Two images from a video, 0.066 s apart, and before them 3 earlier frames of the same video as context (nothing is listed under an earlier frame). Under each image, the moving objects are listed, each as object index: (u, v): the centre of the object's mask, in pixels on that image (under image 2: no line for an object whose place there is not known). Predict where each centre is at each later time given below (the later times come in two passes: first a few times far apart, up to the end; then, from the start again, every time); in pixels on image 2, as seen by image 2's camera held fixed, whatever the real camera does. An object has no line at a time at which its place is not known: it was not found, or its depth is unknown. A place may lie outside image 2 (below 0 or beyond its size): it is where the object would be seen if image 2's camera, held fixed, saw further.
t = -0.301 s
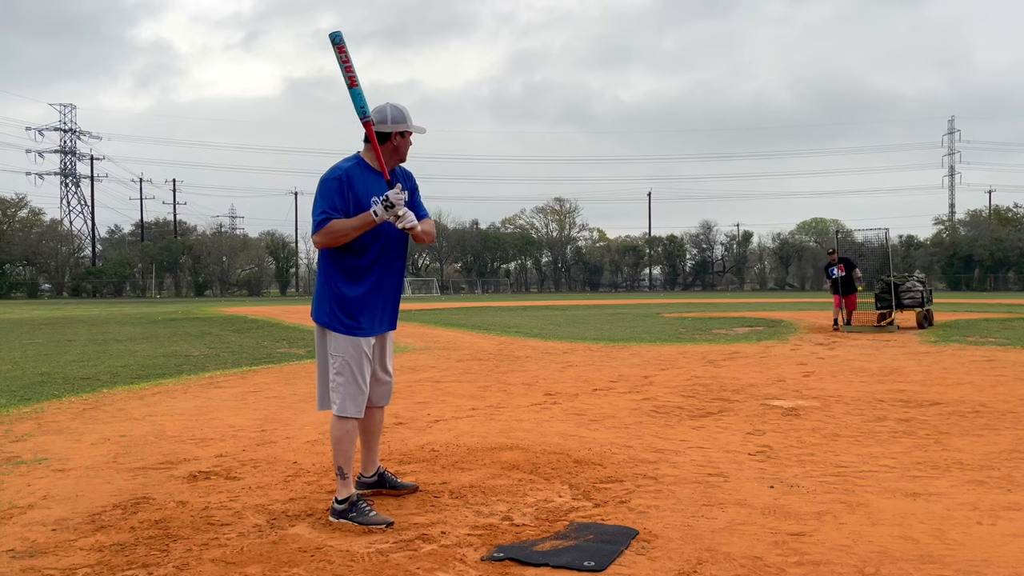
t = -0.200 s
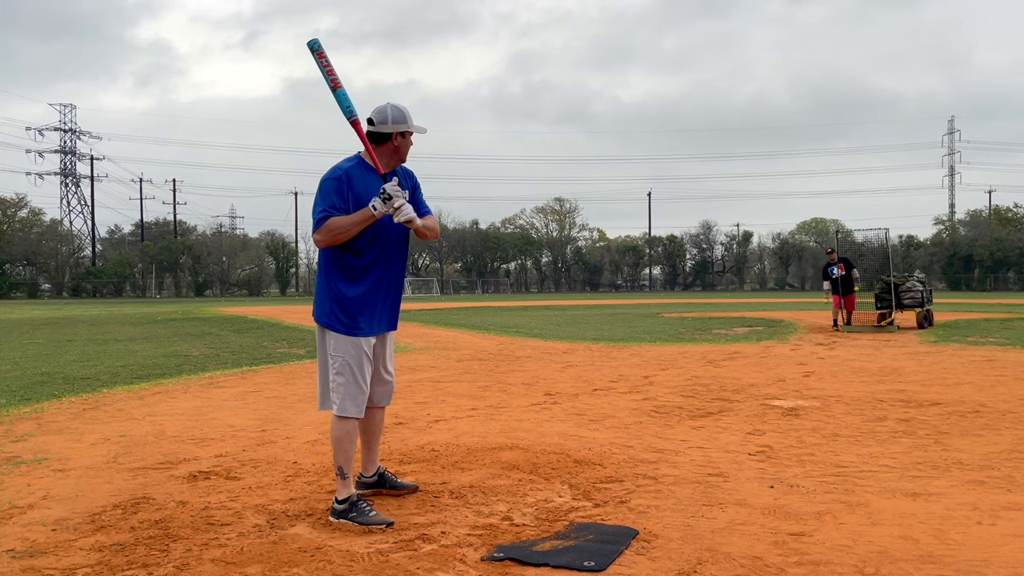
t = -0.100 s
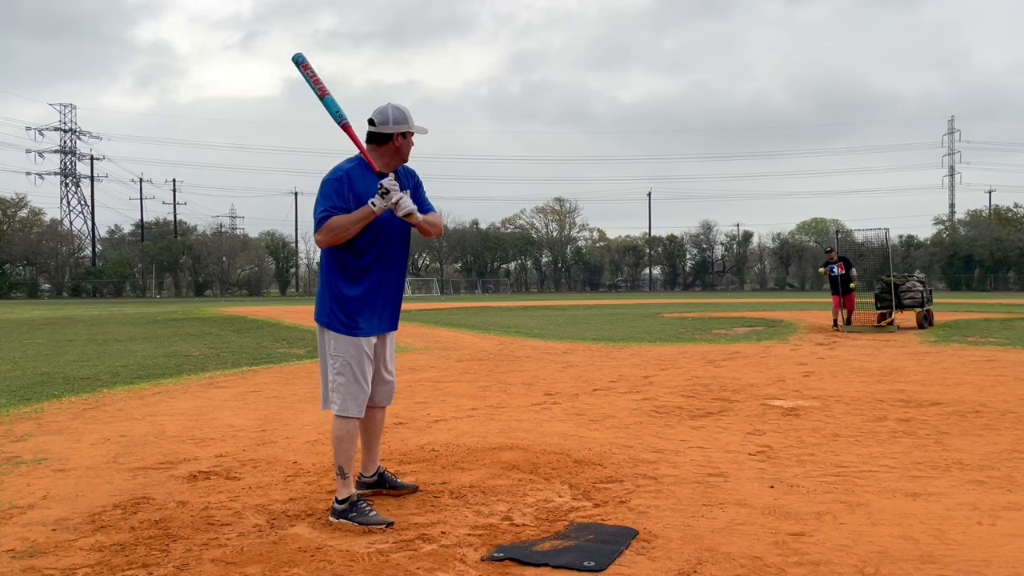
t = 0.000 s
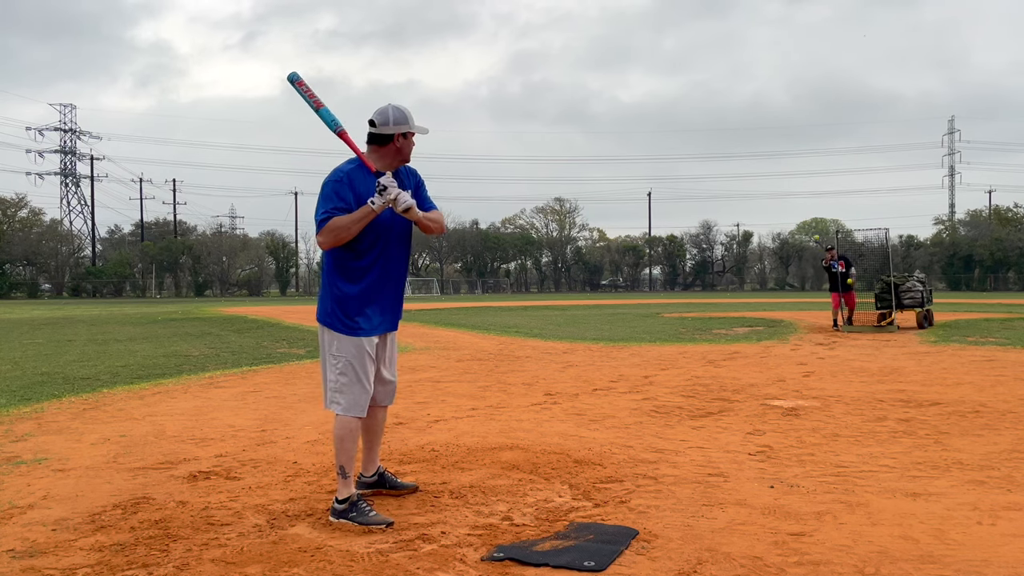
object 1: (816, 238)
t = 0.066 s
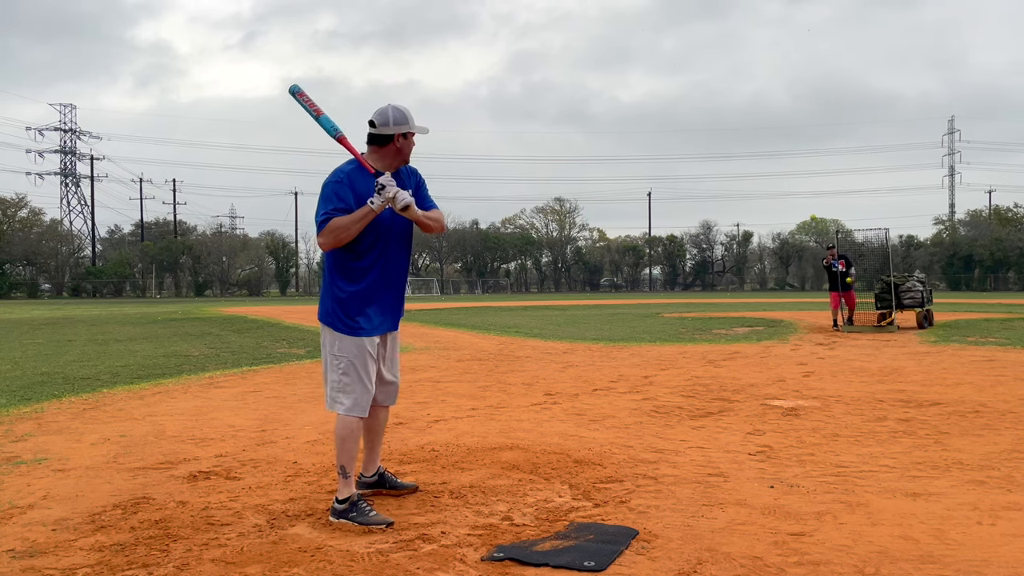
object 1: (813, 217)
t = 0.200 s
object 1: (804, 179)
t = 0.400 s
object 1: (789, 133)
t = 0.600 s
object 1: (766, 107)
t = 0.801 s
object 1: (733, 115)
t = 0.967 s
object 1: (692, 165)
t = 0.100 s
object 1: (810, 207)
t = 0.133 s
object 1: (809, 197)
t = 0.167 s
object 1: (807, 188)
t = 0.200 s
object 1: (804, 179)
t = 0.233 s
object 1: (802, 170)
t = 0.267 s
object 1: (800, 162)
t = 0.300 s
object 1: (797, 154)
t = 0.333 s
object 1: (795, 146)
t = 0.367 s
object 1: (792, 139)
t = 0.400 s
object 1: (789, 133)
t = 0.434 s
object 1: (786, 127)
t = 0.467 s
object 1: (782, 122)
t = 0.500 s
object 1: (778, 117)
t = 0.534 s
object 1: (775, 113)
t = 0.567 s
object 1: (771, 110)
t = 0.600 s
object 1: (766, 107)
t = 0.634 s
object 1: (762, 106)
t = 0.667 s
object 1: (757, 105)
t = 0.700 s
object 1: (752, 106)
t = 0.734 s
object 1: (746, 107)
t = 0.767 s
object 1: (740, 110)
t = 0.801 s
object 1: (733, 115)
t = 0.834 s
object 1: (726, 121)
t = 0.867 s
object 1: (719, 129)
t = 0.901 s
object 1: (711, 138)
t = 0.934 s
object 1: (702, 151)
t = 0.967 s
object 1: (692, 165)
